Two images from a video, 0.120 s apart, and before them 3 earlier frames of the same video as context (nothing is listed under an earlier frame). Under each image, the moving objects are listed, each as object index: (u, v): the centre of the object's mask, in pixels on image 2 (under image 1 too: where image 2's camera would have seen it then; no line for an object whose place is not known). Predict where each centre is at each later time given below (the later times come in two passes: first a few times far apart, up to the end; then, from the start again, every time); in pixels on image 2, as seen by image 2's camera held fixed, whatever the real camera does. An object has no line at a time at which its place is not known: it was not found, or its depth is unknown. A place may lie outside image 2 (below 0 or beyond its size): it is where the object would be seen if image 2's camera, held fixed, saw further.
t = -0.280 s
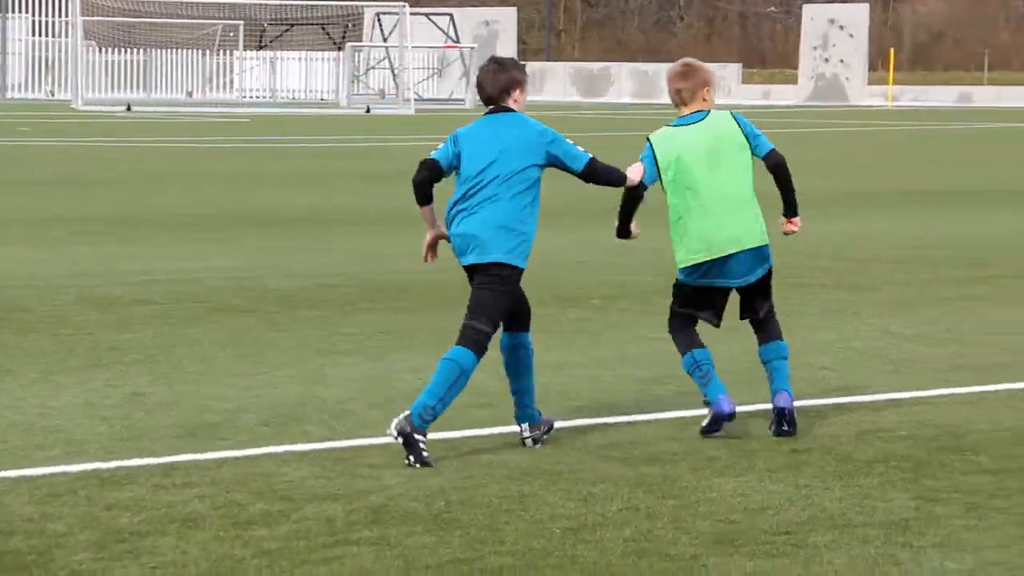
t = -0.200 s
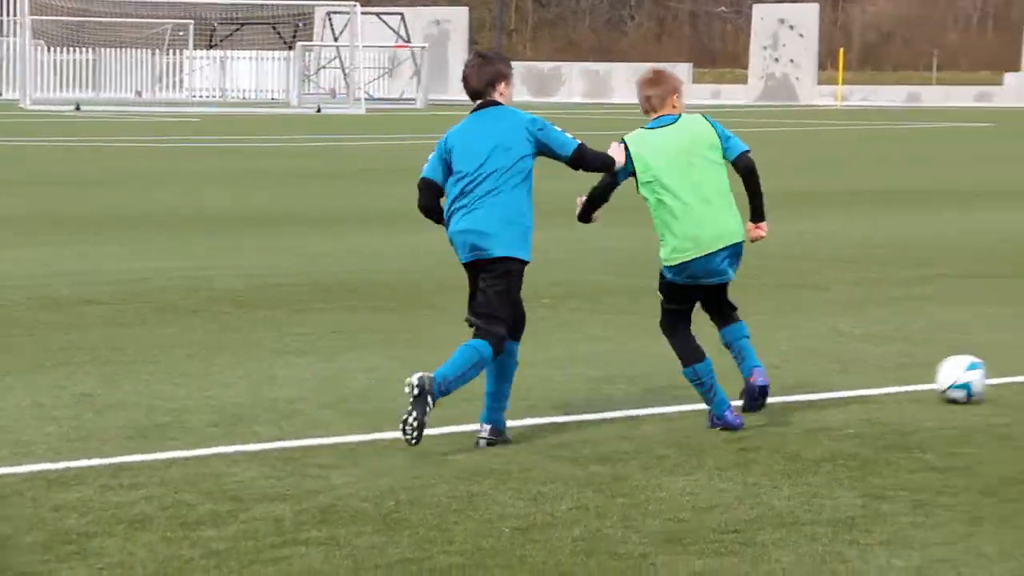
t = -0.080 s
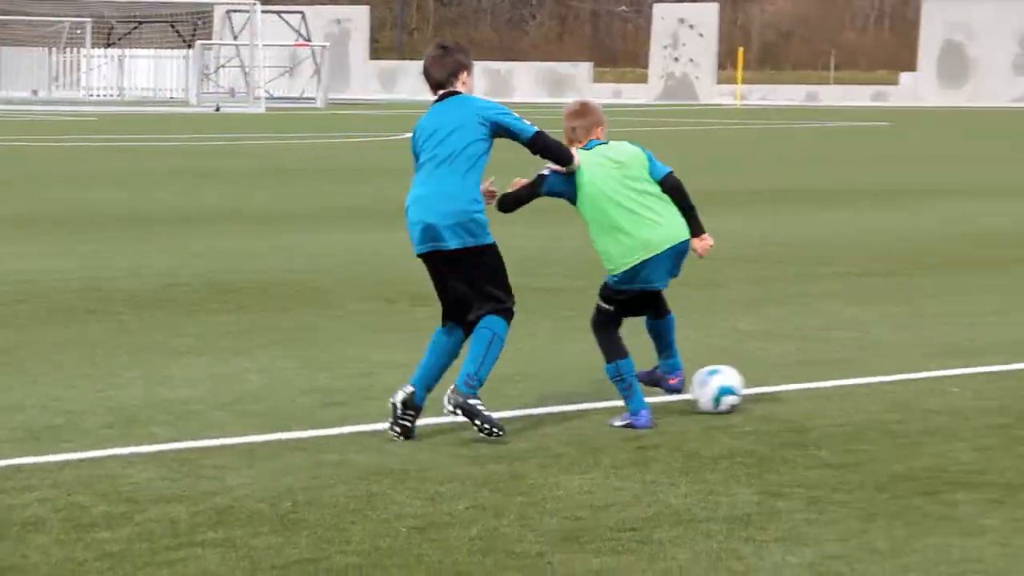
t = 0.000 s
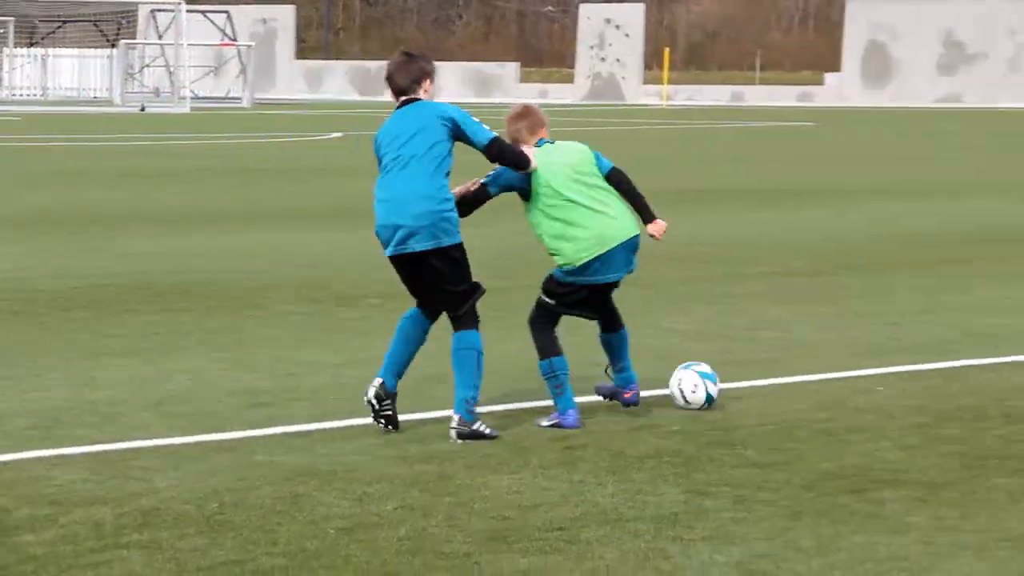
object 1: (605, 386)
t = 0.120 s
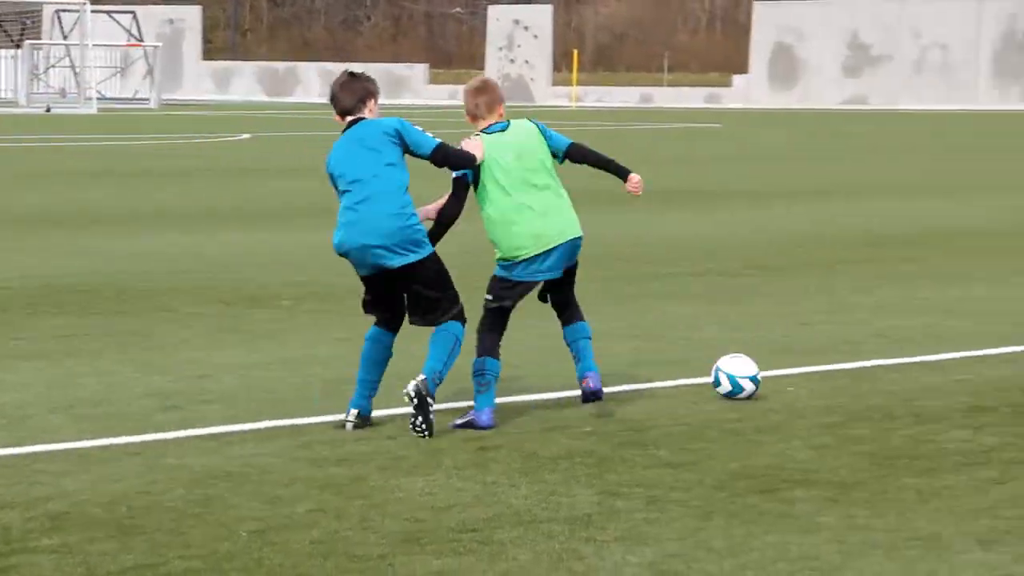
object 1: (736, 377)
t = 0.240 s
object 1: (841, 370)
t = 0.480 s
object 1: (982, 358)
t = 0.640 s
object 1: (1052, 352)
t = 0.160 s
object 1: (773, 374)
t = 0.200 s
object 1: (808, 372)
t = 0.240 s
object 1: (841, 370)
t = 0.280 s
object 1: (870, 368)
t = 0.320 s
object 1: (896, 365)
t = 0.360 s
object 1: (921, 364)
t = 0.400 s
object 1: (942, 361)
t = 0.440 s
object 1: (962, 359)
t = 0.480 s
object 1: (982, 358)
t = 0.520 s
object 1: (1002, 358)
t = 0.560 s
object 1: (1019, 357)
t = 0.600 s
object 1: (1036, 354)
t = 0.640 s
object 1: (1052, 352)
